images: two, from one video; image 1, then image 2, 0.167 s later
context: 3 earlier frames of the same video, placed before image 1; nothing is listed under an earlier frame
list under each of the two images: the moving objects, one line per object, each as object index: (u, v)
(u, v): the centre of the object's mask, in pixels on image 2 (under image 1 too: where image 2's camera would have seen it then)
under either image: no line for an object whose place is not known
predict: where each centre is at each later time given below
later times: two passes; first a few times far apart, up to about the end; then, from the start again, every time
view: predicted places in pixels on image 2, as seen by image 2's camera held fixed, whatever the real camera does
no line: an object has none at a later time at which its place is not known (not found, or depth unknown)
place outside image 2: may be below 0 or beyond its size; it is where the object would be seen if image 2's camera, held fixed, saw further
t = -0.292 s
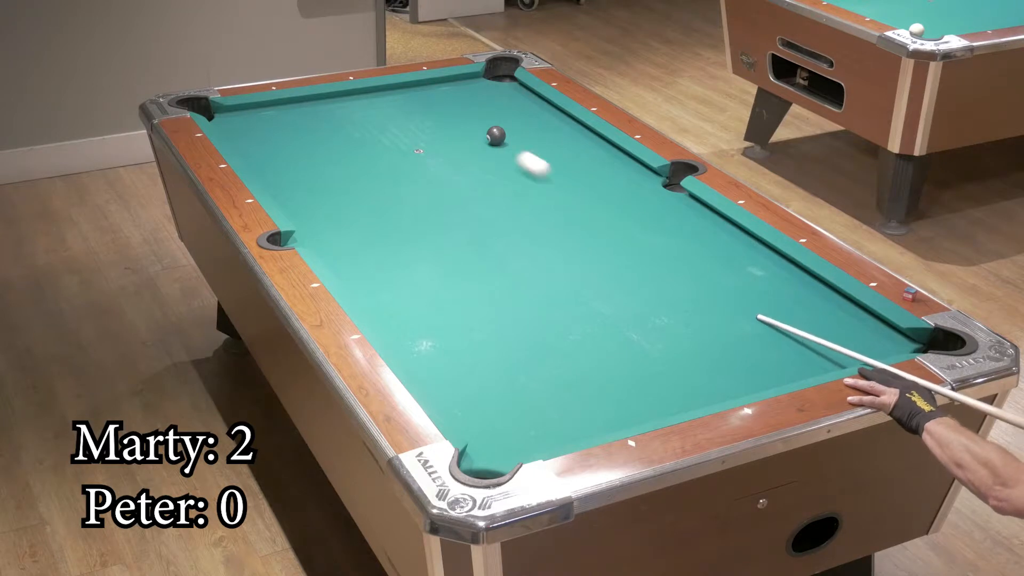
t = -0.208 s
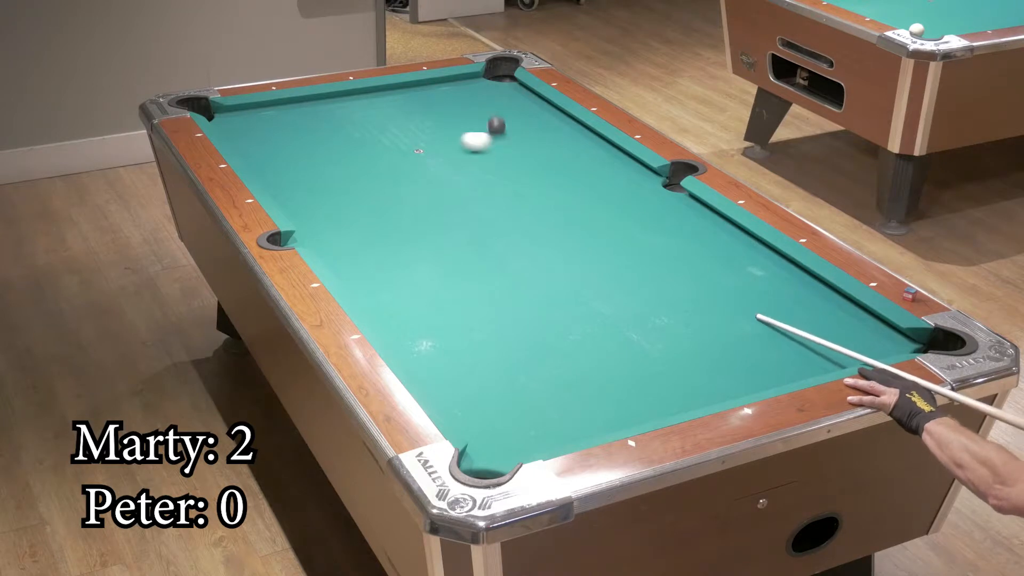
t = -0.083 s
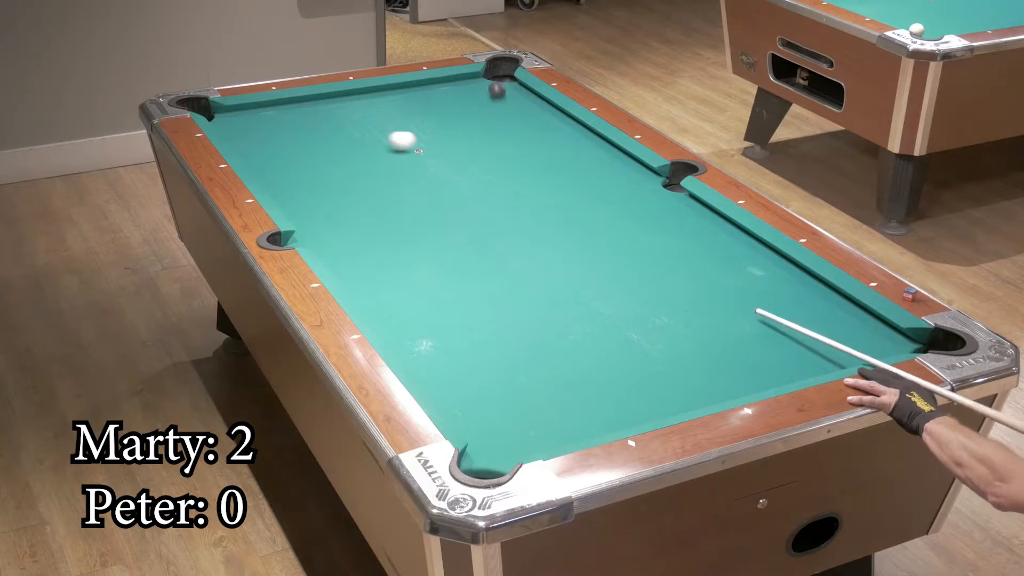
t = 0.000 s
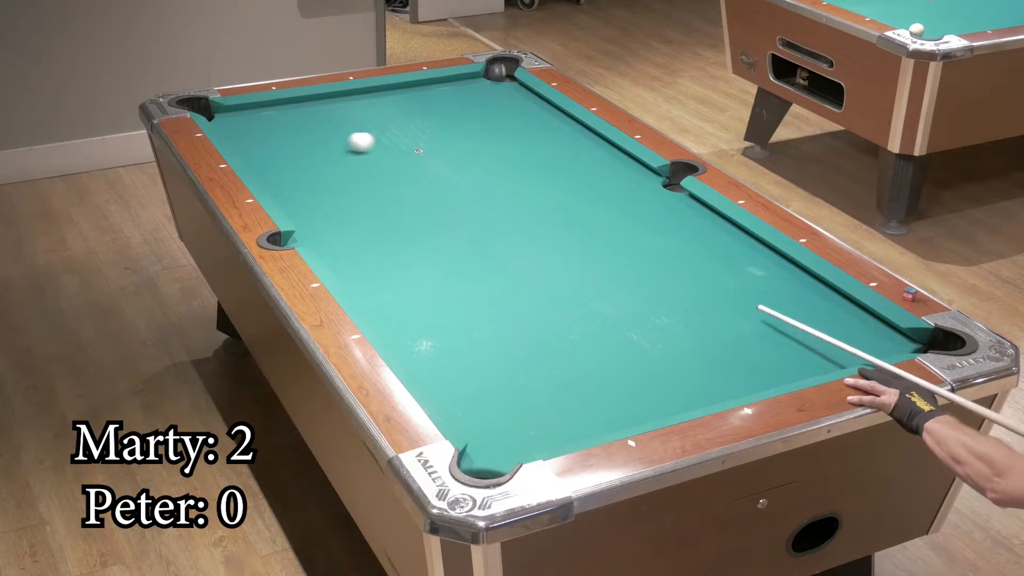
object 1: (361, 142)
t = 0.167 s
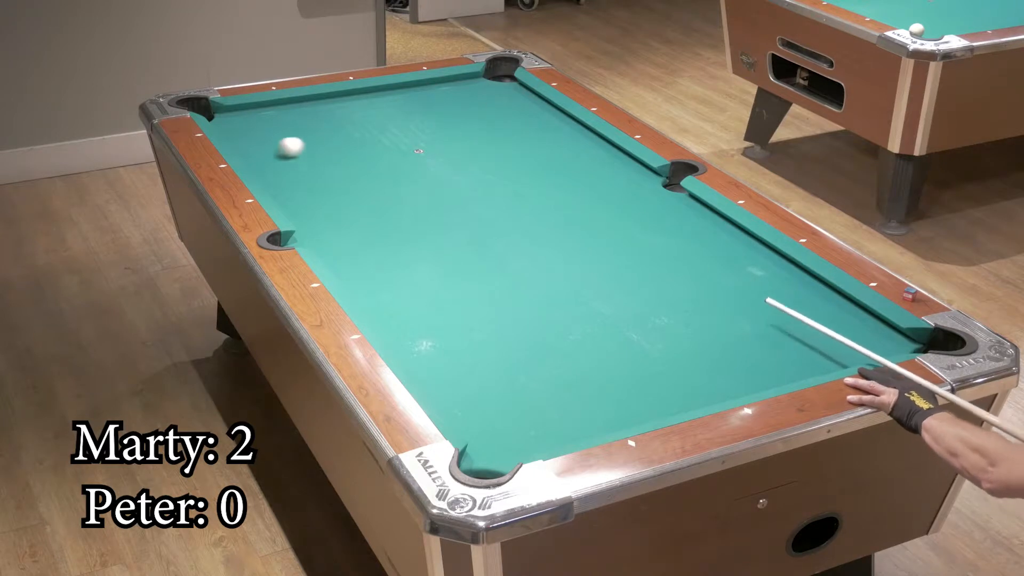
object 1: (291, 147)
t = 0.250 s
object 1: (257, 150)
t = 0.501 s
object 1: (284, 144)
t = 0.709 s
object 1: (322, 139)
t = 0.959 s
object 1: (364, 133)
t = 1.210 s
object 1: (403, 127)
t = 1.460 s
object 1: (439, 122)
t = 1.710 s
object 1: (473, 118)
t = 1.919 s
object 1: (499, 114)
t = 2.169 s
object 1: (528, 110)
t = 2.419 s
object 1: (549, 108)
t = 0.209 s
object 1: (274, 148)
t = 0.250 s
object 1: (257, 150)
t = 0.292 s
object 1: (244, 150)
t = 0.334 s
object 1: (251, 150)
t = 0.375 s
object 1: (260, 148)
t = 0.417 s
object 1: (268, 147)
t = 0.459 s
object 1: (276, 146)
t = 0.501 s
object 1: (284, 144)
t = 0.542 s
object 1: (292, 143)
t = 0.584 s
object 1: (299, 142)
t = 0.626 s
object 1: (307, 141)
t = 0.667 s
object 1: (315, 140)
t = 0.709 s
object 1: (322, 139)
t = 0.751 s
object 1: (329, 138)
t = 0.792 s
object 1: (336, 137)
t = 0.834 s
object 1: (343, 136)
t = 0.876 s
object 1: (351, 135)
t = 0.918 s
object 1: (357, 134)
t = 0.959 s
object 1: (364, 133)
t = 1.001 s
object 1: (371, 132)
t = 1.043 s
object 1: (378, 131)
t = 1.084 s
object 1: (384, 130)
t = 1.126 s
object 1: (390, 129)
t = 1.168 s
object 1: (397, 128)
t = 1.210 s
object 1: (403, 127)
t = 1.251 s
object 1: (409, 126)
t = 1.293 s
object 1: (416, 125)
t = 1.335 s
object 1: (422, 125)
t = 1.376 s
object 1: (427, 124)
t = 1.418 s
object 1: (434, 123)
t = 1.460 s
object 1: (439, 122)
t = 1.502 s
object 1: (445, 122)
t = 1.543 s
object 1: (451, 121)
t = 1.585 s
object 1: (457, 120)
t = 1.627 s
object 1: (462, 119)
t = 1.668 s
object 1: (468, 119)
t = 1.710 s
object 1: (473, 118)
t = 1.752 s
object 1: (479, 117)
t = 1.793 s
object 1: (484, 116)
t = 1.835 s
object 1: (489, 116)
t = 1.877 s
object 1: (494, 115)
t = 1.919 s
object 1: (499, 114)
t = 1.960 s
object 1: (504, 113)
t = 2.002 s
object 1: (509, 113)
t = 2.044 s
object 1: (514, 112)
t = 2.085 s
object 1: (519, 112)
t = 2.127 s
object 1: (523, 111)
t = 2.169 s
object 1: (528, 110)
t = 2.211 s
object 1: (533, 110)
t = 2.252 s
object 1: (537, 109)
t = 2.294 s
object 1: (541, 109)
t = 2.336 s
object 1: (546, 108)
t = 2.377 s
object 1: (550, 107)
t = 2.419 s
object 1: (549, 108)
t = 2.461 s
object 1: (547, 108)
